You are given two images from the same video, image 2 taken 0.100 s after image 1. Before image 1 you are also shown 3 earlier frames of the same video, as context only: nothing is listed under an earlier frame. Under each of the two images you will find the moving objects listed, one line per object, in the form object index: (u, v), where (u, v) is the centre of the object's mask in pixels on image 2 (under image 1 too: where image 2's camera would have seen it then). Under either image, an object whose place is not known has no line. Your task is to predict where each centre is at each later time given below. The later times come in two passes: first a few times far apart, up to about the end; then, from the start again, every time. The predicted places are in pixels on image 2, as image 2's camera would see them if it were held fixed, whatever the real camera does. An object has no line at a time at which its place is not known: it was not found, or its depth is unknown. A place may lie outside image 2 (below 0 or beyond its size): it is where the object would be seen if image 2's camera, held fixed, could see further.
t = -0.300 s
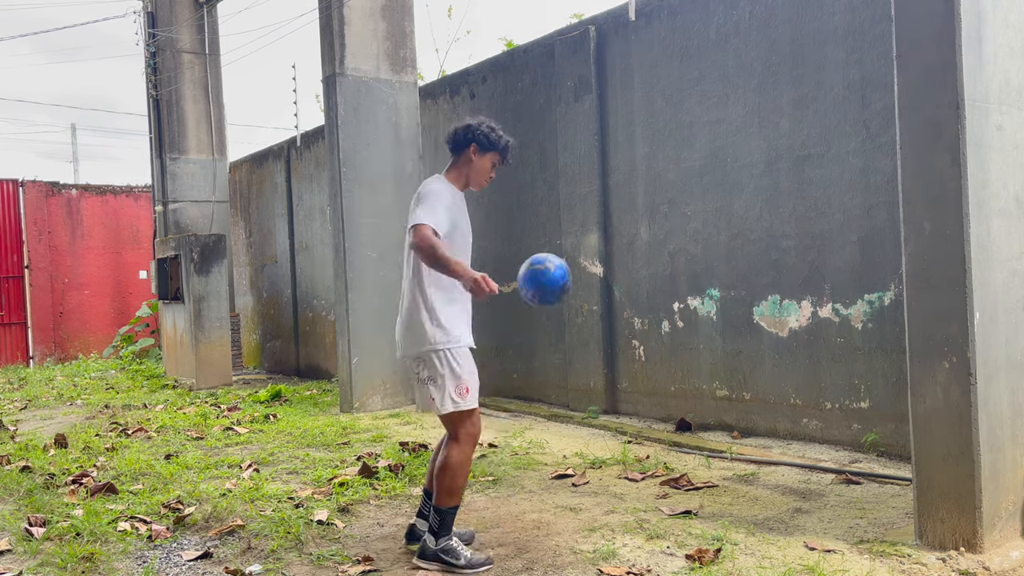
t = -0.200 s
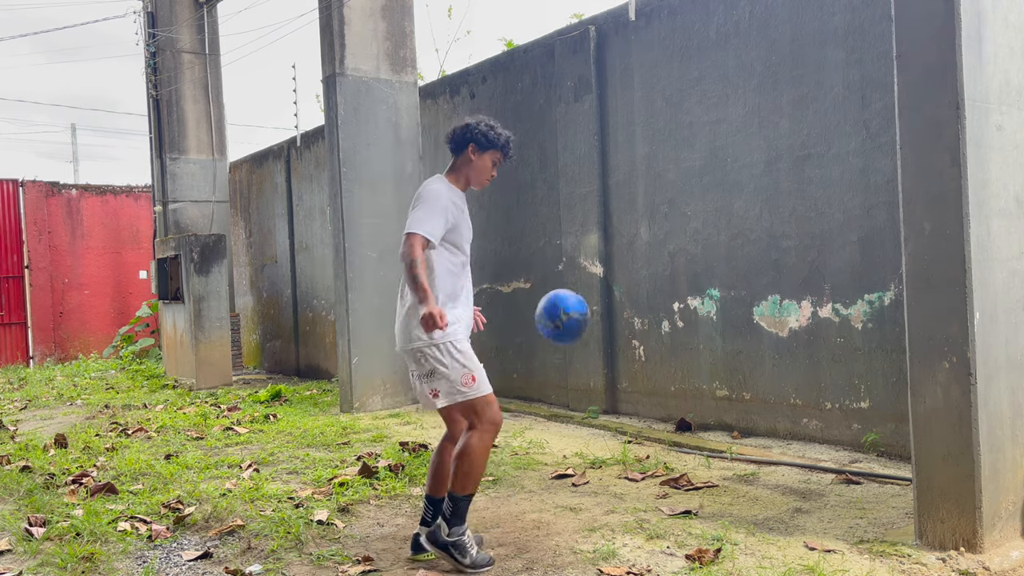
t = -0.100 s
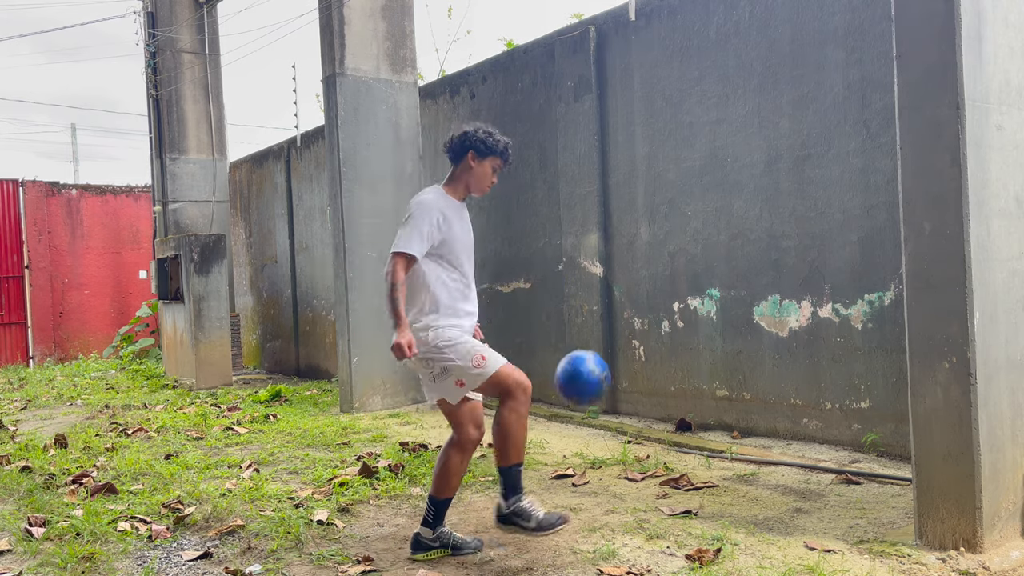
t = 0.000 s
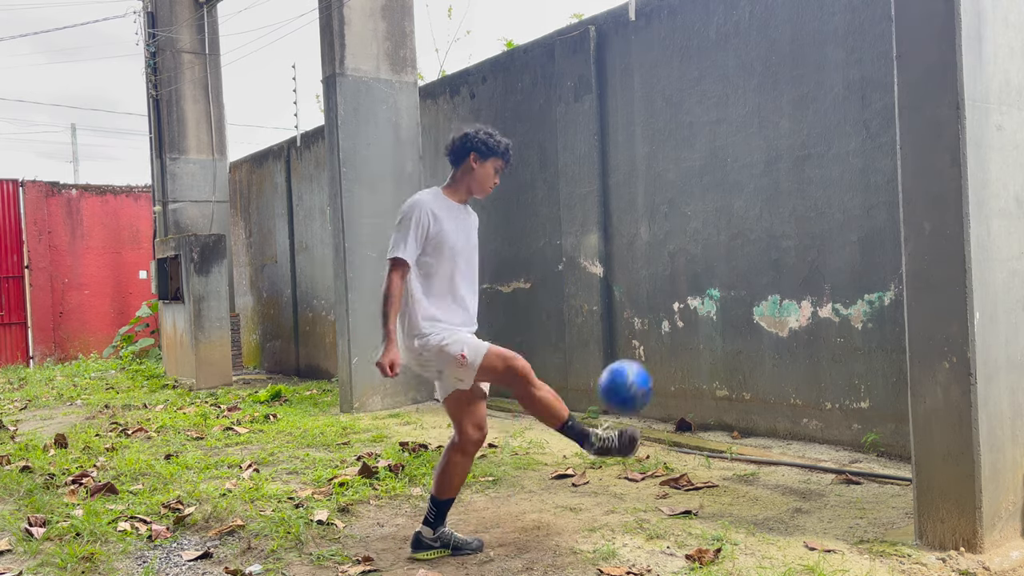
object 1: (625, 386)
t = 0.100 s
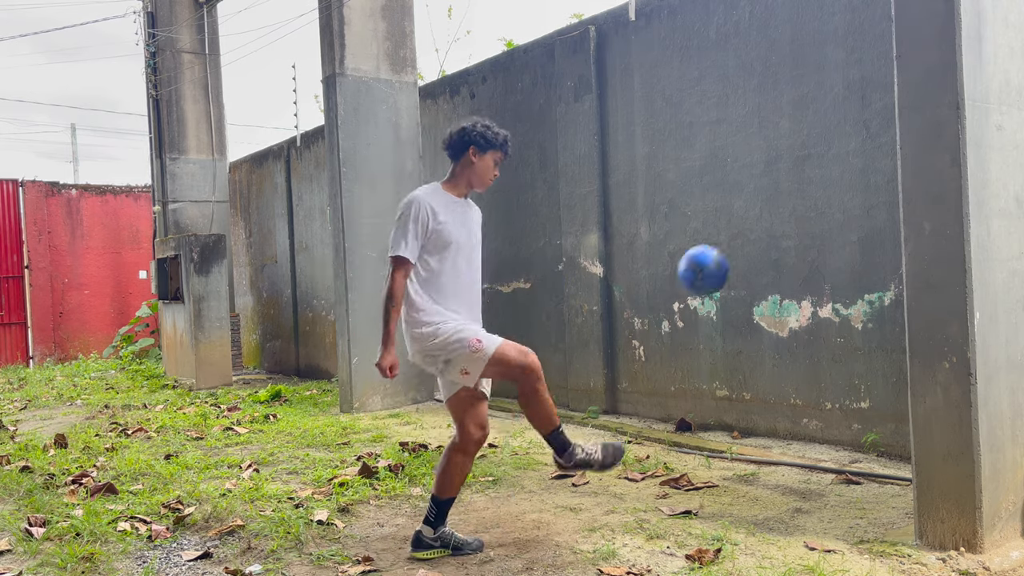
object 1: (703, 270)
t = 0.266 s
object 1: (809, 158)
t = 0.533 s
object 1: (771, 108)
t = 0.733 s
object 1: (673, 160)
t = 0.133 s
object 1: (726, 240)
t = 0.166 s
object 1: (748, 215)
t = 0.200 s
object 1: (769, 193)
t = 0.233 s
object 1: (790, 174)
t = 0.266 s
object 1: (809, 158)
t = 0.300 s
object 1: (826, 146)
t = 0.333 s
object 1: (845, 136)
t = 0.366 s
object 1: (845, 127)
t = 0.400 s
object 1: (830, 119)
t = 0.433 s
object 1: (816, 113)
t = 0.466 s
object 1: (801, 109)
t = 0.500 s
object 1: (786, 107)
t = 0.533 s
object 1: (771, 108)
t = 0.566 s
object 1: (756, 110)
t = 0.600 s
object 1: (740, 115)
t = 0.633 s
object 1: (724, 122)
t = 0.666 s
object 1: (708, 132)
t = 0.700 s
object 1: (691, 145)
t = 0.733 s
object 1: (673, 160)
